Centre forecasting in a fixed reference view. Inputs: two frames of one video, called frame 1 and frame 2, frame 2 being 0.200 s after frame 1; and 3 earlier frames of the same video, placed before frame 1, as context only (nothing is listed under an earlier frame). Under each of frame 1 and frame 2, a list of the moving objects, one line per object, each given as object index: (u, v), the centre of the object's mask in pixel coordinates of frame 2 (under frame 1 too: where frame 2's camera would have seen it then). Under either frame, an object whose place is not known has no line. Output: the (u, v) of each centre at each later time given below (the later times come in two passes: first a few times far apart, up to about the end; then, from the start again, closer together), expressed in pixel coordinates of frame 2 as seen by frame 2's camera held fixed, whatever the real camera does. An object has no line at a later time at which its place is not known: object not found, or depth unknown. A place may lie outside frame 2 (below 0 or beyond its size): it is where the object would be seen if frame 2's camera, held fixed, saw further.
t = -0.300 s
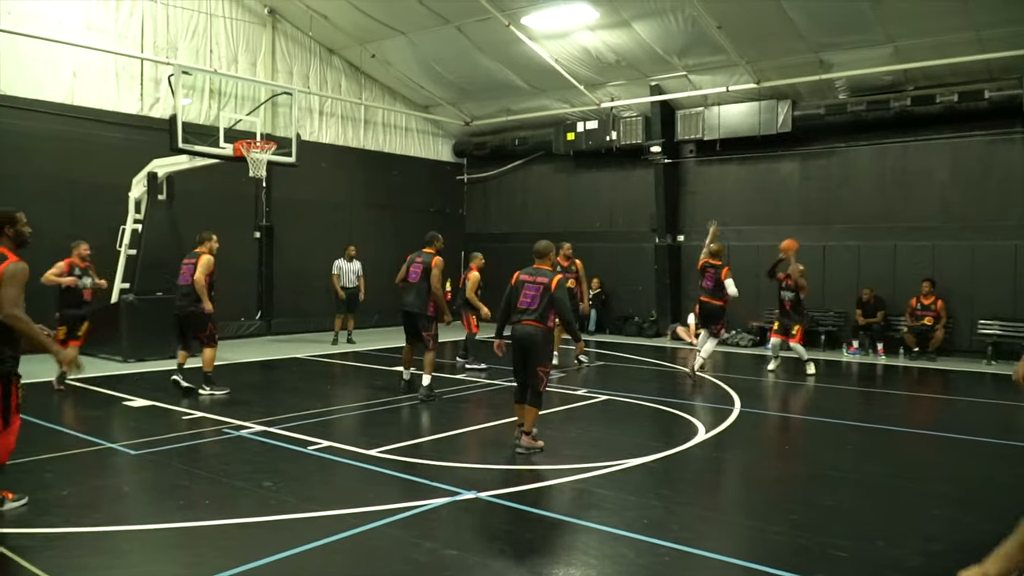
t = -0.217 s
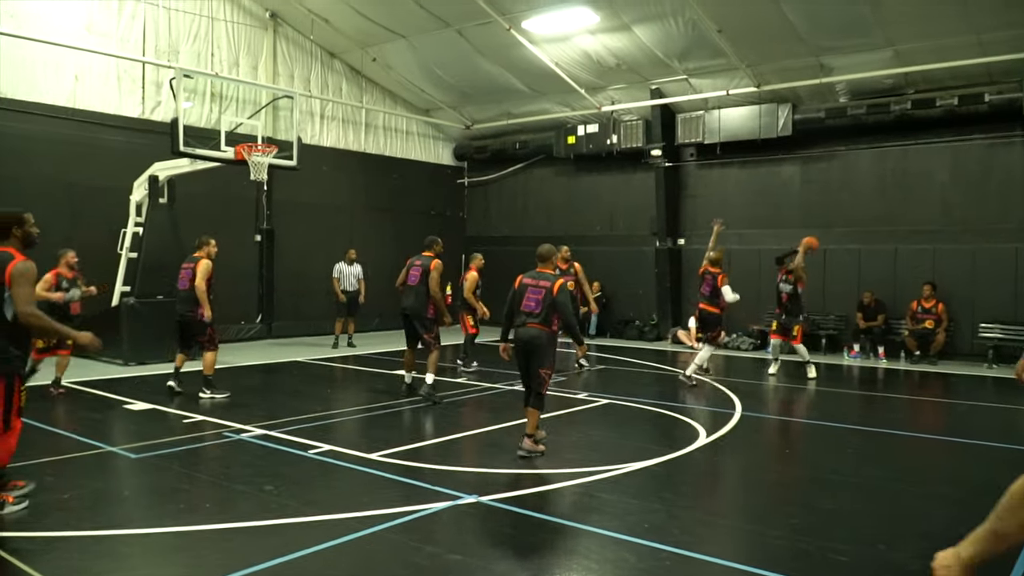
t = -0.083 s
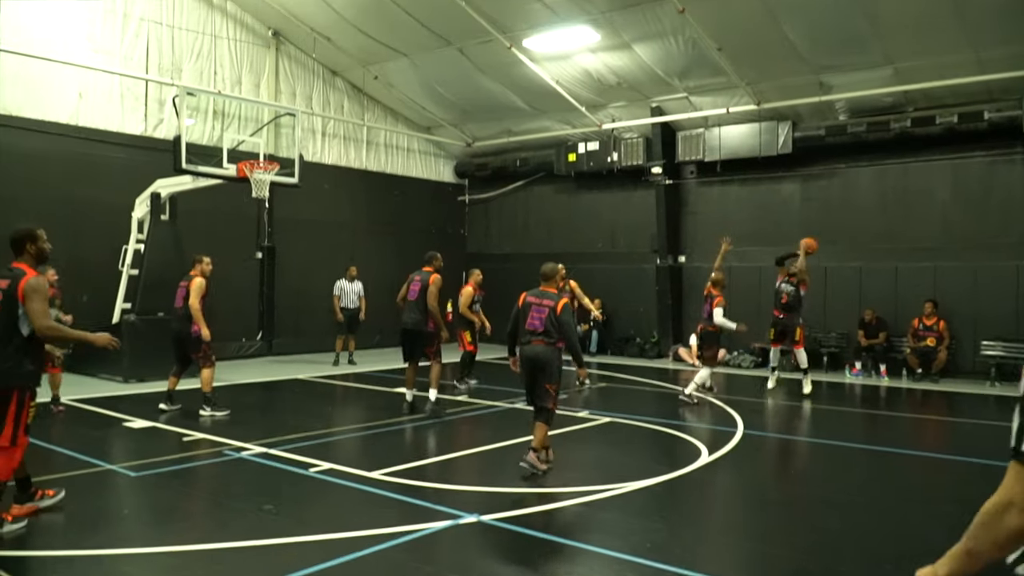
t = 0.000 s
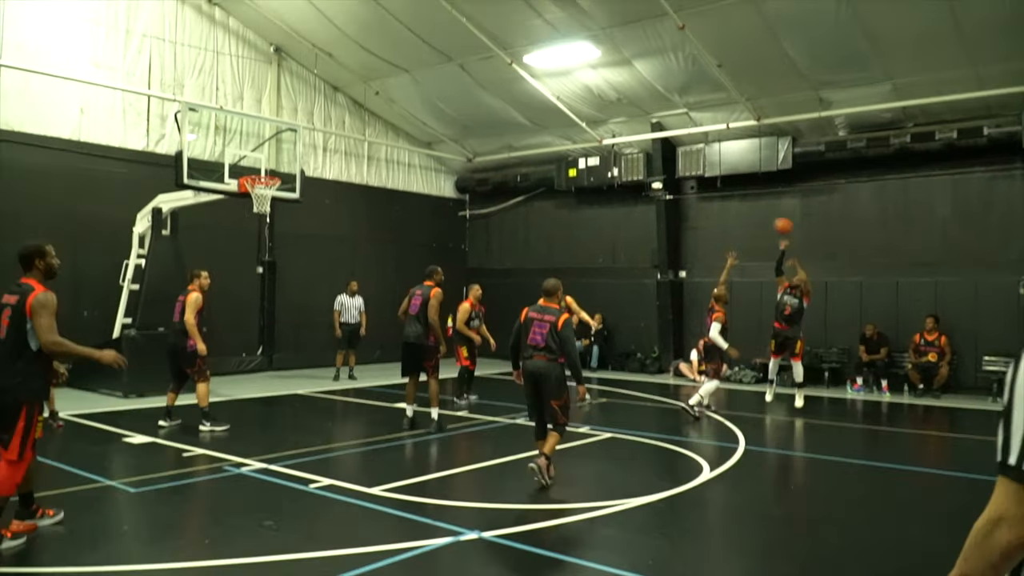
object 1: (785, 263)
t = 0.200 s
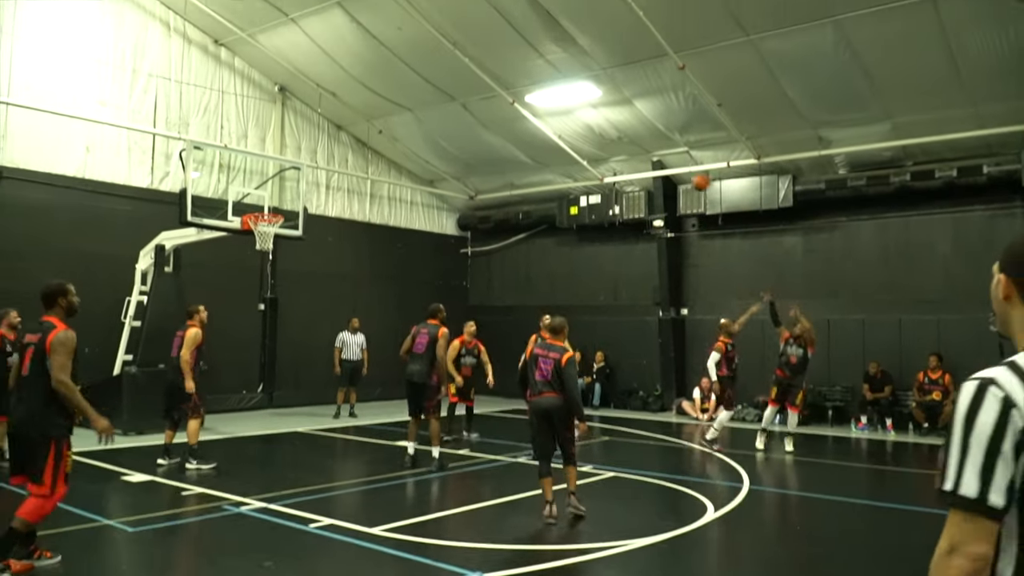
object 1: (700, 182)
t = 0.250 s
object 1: (680, 166)
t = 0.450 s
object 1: (596, 121)
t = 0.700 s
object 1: (490, 102)
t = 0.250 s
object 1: (680, 166)
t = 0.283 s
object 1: (666, 157)
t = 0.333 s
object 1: (644, 144)
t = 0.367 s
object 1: (630, 137)
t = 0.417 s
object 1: (610, 127)
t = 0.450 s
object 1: (596, 121)
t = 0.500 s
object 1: (575, 114)
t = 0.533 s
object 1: (561, 111)
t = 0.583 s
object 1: (539, 108)
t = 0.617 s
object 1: (525, 104)
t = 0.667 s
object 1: (504, 101)
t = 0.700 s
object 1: (490, 102)
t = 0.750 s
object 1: (469, 104)
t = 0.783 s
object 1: (456, 105)
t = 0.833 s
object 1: (435, 109)
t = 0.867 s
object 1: (420, 113)
